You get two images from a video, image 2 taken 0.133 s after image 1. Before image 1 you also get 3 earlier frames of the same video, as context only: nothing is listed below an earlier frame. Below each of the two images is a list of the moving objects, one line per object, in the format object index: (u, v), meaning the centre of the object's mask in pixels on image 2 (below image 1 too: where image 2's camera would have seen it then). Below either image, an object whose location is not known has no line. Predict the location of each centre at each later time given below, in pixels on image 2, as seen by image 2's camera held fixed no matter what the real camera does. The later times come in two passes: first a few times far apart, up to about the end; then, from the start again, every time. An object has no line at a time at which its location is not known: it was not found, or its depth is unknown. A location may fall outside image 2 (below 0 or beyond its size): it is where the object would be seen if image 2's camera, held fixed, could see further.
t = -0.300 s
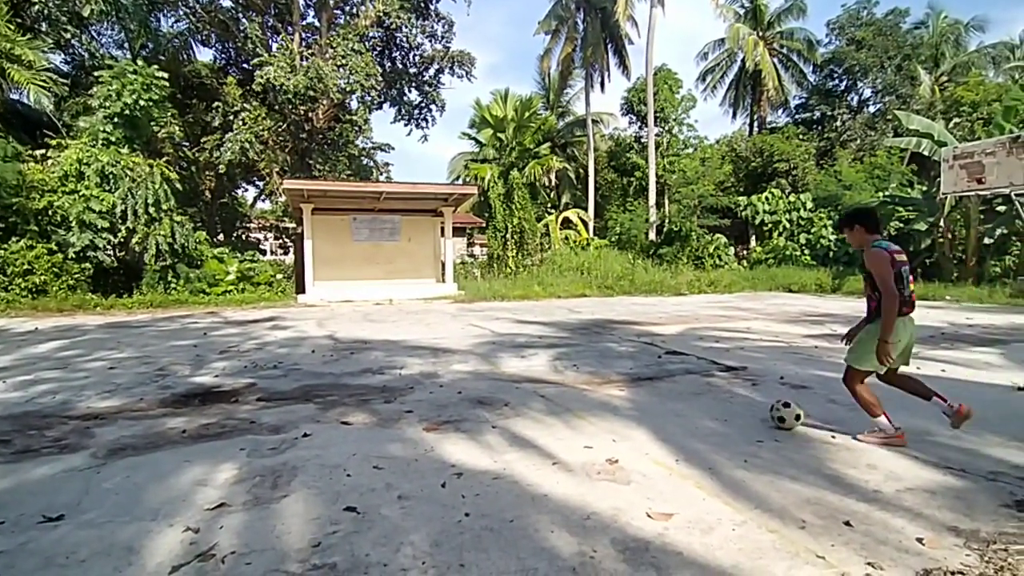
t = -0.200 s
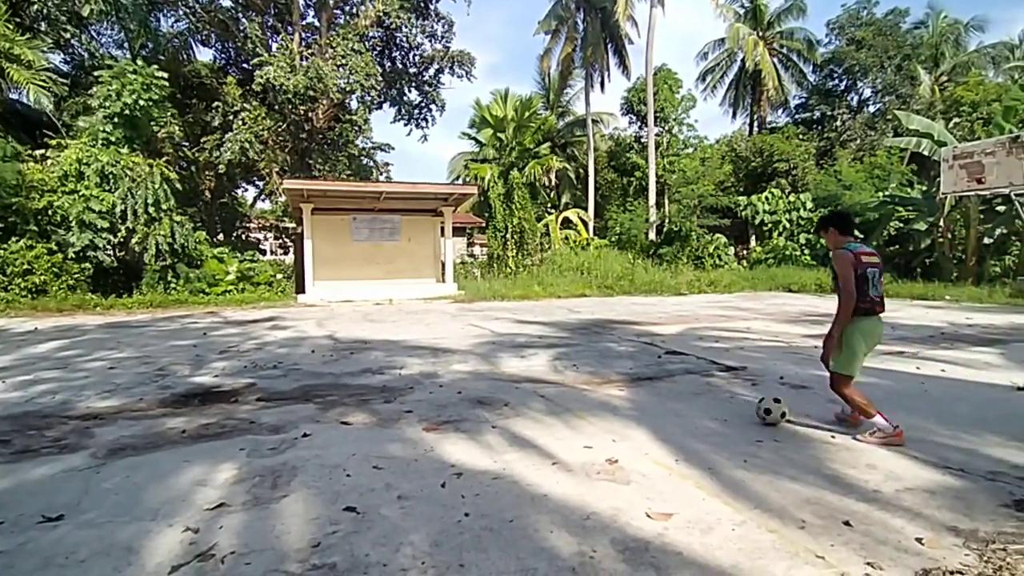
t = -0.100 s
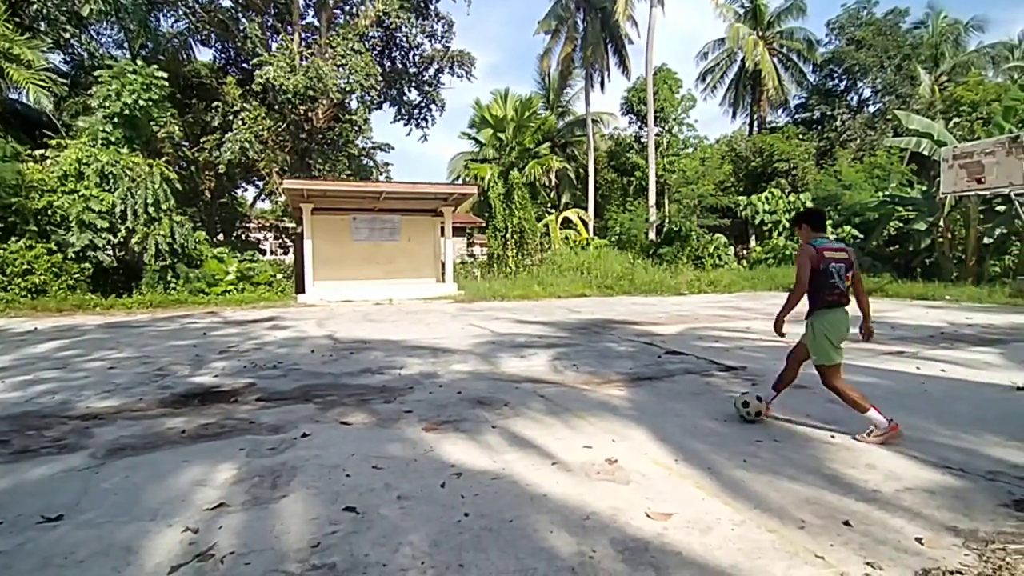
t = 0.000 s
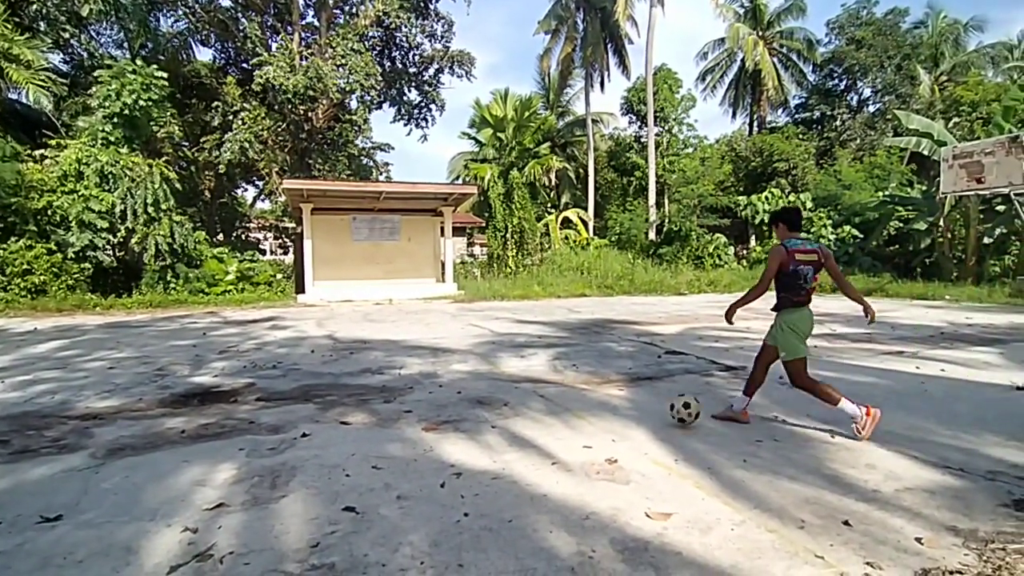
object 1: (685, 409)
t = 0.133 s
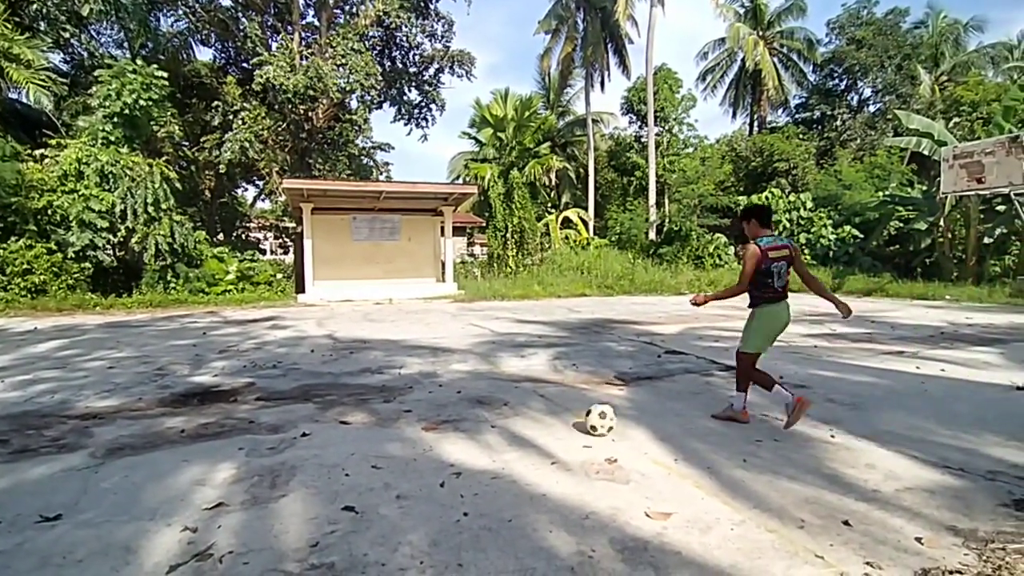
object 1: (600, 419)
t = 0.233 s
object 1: (546, 424)
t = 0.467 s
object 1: (439, 430)
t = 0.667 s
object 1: (346, 437)
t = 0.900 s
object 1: (237, 443)
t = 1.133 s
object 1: (125, 454)
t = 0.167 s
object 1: (581, 422)
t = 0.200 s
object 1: (563, 422)
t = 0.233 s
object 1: (546, 424)
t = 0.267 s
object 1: (531, 423)
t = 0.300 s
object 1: (516, 424)
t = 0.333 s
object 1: (500, 425)
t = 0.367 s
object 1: (484, 429)
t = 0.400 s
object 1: (469, 431)
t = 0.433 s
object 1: (454, 430)
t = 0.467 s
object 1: (439, 430)
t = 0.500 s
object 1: (424, 432)
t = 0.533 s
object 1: (409, 435)
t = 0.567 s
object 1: (394, 437)
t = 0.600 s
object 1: (378, 435)
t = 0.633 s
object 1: (362, 434)
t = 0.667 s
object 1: (346, 437)
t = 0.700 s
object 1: (331, 441)
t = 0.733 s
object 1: (314, 444)
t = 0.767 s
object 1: (300, 441)
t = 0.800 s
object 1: (285, 438)
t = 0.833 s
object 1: (269, 437)
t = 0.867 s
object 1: (253, 439)
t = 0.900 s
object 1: (237, 443)
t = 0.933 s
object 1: (222, 449)
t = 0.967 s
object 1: (206, 452)
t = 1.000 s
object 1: (190, 449)
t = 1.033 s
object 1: (173, 447)
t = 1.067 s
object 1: (157, 447)
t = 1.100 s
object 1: (141, 450)
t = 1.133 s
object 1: (125, 454)
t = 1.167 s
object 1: (109, 459)
